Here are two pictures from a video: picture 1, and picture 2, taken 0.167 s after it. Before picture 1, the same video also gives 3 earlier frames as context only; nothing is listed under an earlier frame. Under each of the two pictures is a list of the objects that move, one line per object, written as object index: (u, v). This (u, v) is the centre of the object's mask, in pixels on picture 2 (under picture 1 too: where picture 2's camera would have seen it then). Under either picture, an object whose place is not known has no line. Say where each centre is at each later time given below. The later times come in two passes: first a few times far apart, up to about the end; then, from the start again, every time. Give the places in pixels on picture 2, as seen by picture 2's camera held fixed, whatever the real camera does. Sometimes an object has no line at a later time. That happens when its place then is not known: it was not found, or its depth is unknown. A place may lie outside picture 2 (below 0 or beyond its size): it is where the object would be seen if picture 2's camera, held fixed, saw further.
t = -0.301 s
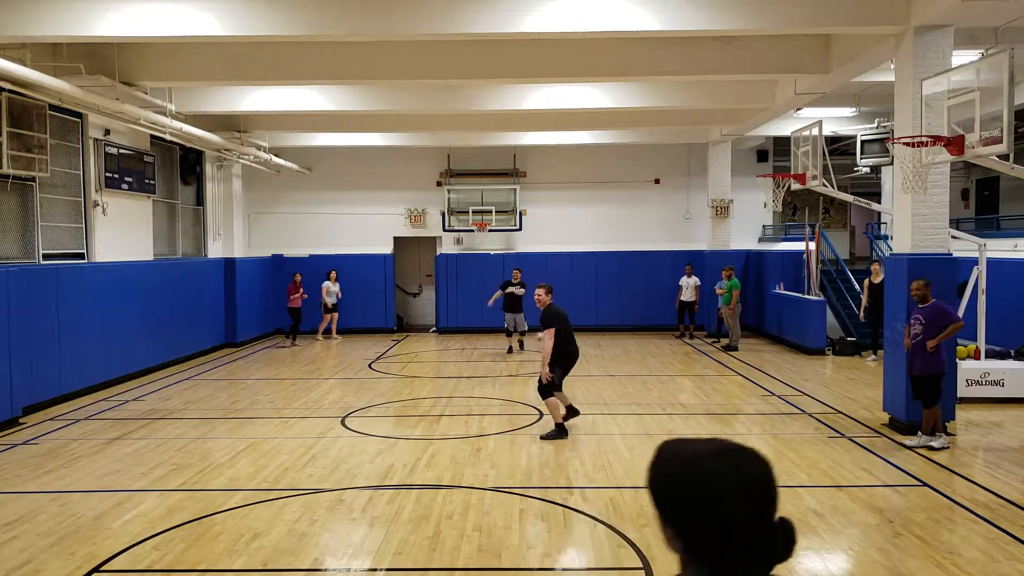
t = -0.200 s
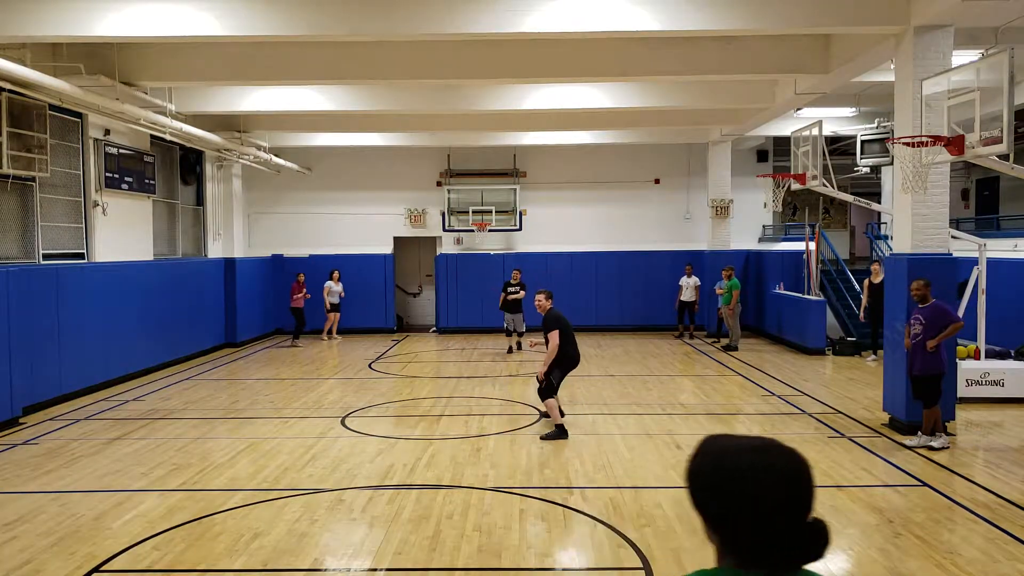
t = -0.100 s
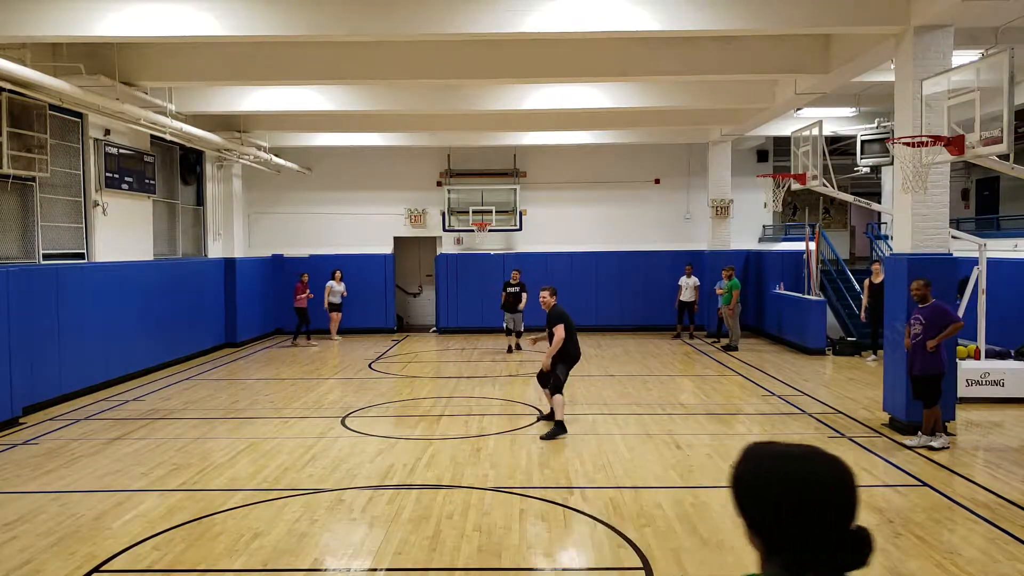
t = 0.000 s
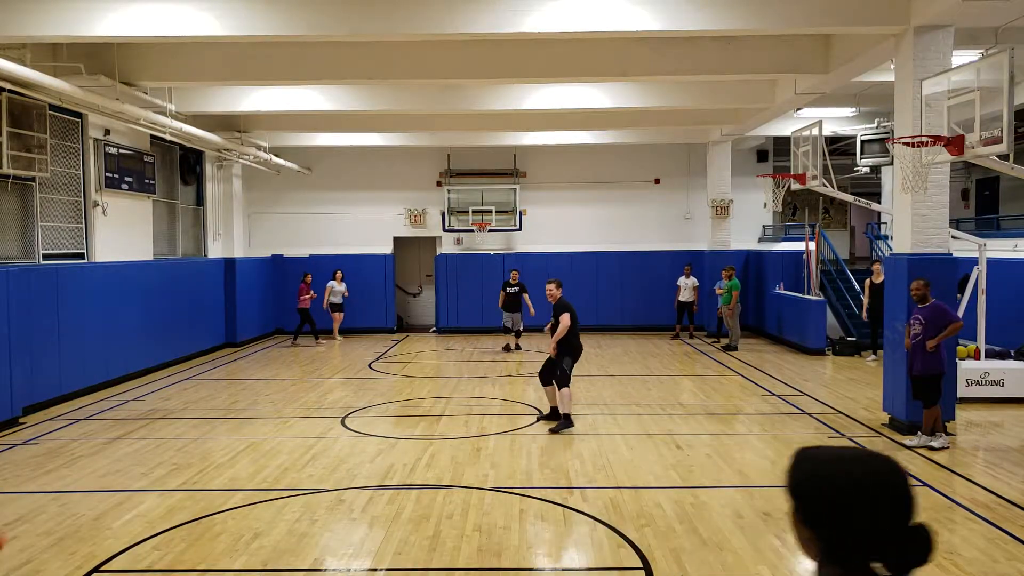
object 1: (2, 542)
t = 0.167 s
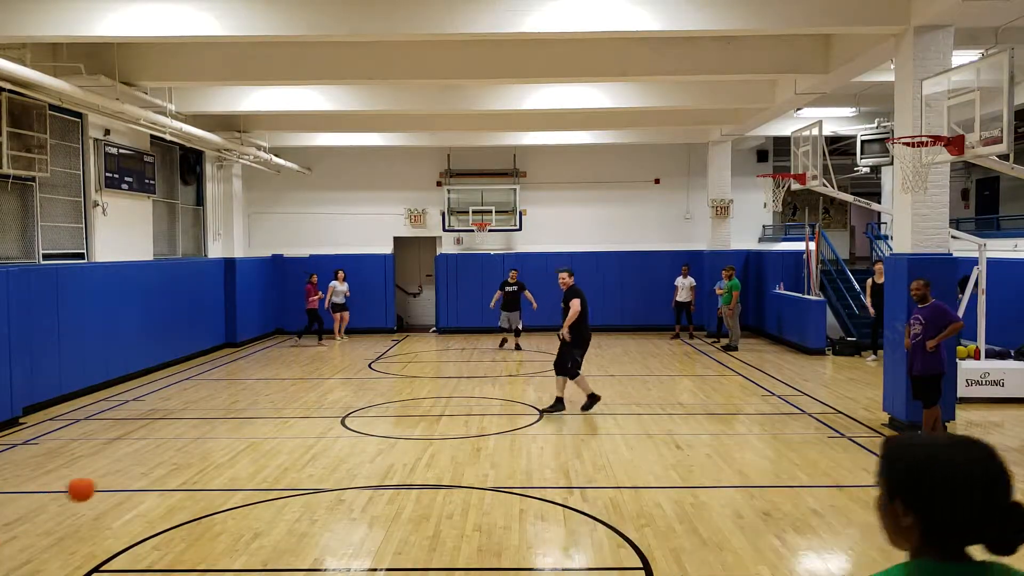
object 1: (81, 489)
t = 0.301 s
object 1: (145, 479)
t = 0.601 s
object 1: (257, 477)
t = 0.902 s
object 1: (338, 443)
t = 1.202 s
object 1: (402, 434)
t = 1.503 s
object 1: (453, 437)
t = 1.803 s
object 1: (496, 412)
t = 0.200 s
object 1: (98, 484)
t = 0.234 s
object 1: (114, 481)
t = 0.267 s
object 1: (129, 479)
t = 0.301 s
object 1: (145, 479)
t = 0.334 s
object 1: (159, 480)
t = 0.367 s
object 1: (173, 483)
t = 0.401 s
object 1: (187, 487)
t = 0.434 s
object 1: (200, 493)
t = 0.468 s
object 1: (213, 500)
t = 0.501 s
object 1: (225, 507)
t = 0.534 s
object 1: (236, 500)
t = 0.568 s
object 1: (246, 487)
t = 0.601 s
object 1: (257, 477)
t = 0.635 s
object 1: (266, 468)
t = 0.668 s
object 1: (276, 460)
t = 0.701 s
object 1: (285, 453)
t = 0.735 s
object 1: (295, 448)
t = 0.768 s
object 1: (304, 444)
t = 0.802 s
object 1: (313, 442)
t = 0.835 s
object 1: (321, 441)
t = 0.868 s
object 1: (330, 441)
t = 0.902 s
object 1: (338, 443)
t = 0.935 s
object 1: (346, 445)
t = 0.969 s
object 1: (354, 449)
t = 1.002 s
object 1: (362, 454)
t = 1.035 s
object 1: (369, 460)
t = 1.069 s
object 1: (376, 462)
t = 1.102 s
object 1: (383, 452)
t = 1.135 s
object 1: (390, 444)
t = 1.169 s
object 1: (396, 439)
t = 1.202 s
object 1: (402, 434)
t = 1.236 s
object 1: (409, 430)
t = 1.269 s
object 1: (415, 427)
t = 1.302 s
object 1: (420, 426)
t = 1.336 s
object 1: (426, 425)
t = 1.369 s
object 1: (432, 426)
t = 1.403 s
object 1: (438, 427)
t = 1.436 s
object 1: (443, 430)
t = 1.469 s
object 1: (449, 433)
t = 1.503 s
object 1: (453, 437)
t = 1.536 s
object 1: (459, 431)
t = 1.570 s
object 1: (464, 425)
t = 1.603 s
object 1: (469, 420)
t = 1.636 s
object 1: (474, 417)
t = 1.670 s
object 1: (479, 414)
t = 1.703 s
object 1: (483, 412)
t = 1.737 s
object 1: (488, 411)
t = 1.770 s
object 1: (492, 411)
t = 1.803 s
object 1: (496, 412)
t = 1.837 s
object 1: (501, 415)
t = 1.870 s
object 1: (505, 417)
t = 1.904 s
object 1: (509, 419)
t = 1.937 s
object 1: (514, 415)
